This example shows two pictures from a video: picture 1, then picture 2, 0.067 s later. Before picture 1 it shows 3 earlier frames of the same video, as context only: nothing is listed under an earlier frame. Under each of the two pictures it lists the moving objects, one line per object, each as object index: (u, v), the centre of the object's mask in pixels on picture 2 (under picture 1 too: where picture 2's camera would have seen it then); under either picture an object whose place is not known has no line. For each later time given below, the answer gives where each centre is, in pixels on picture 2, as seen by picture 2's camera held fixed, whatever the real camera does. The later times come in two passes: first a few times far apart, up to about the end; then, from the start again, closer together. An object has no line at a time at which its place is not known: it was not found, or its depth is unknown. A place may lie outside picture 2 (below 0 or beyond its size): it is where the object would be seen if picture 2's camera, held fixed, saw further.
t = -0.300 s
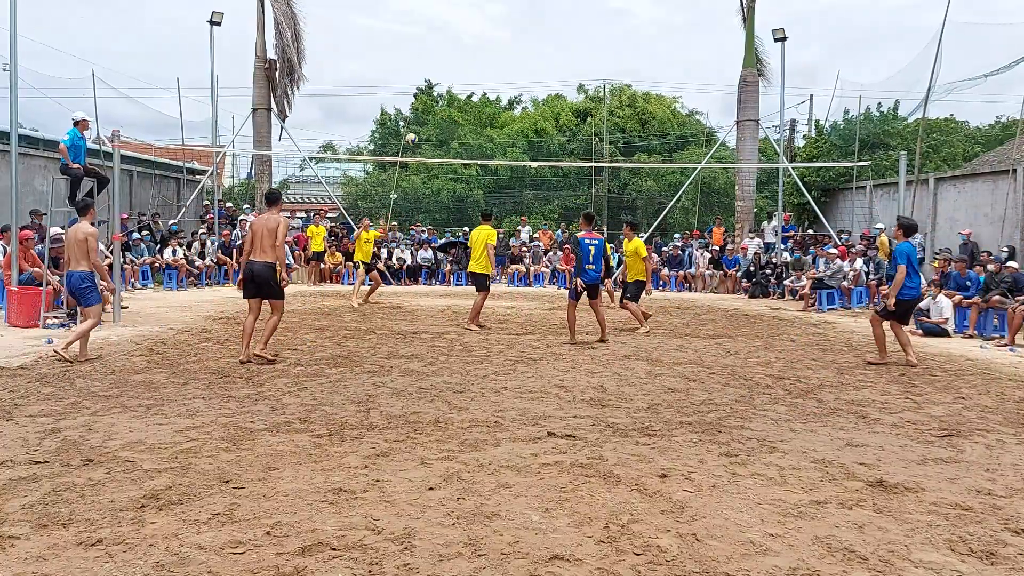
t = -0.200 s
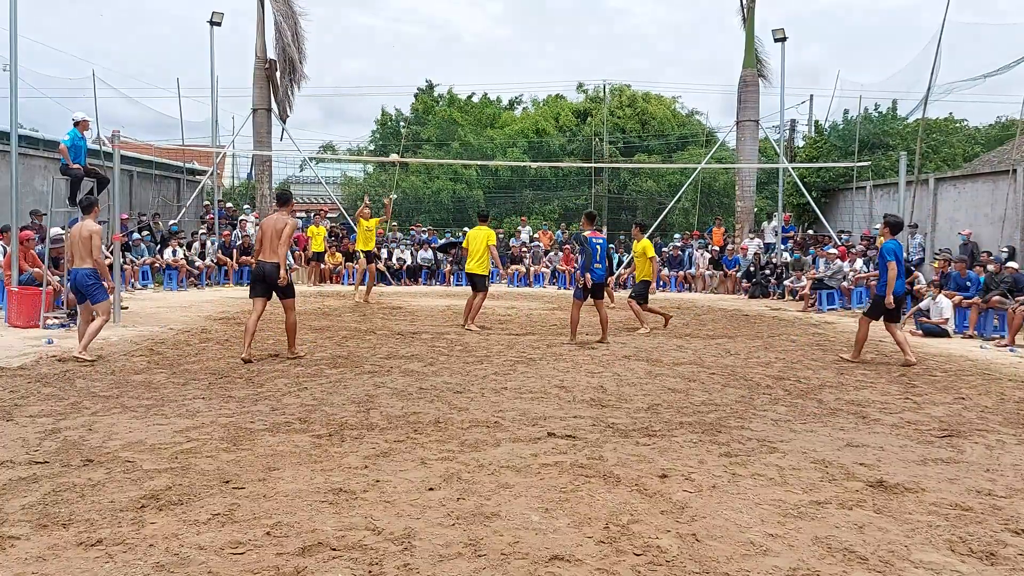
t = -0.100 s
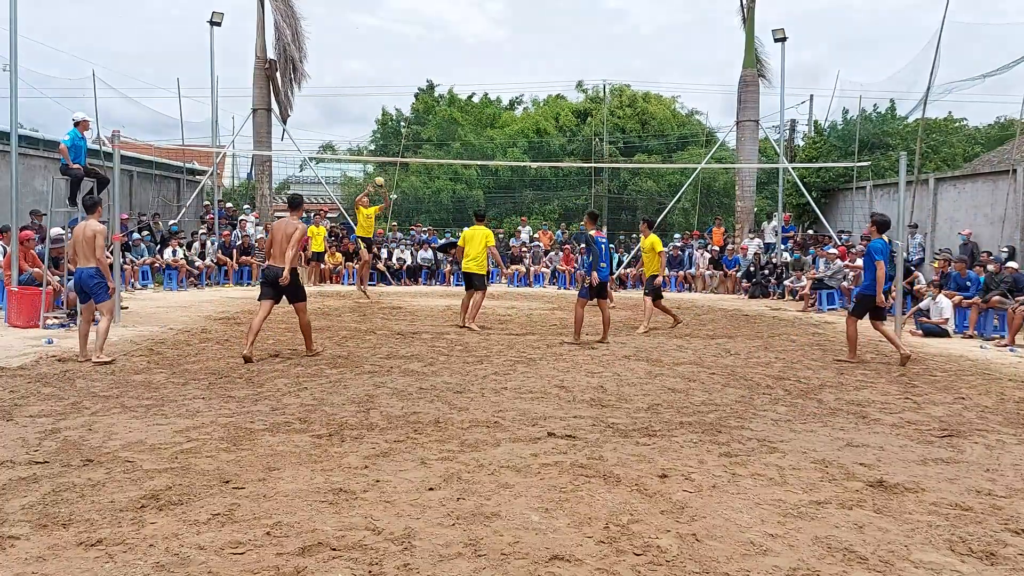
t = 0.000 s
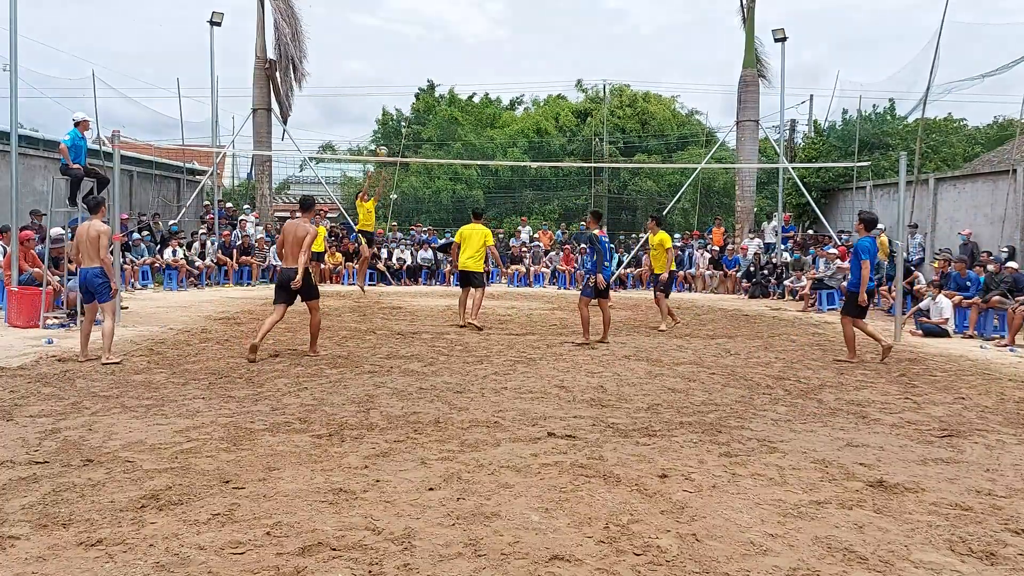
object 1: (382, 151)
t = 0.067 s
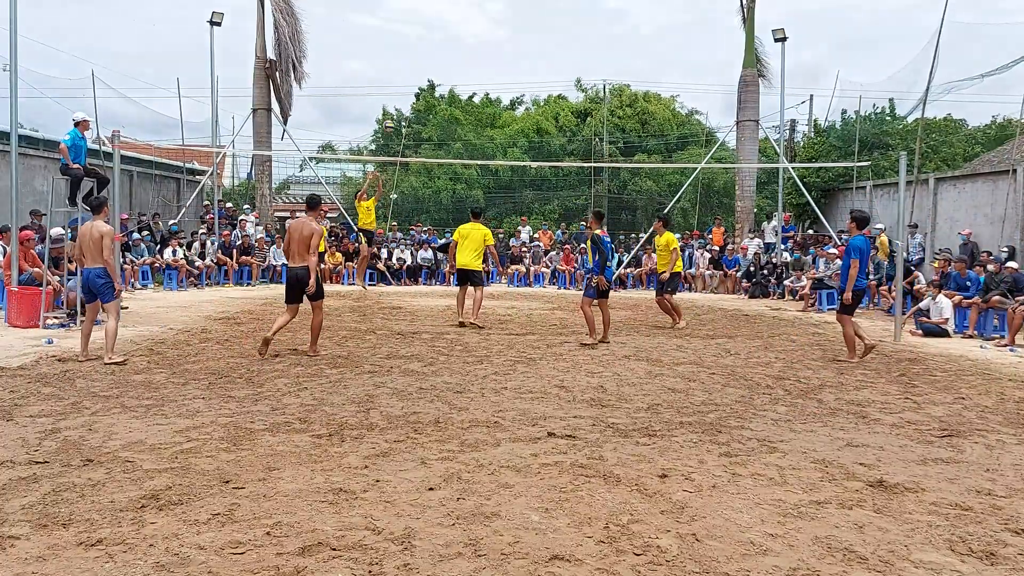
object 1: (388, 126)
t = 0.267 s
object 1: (408, 61)
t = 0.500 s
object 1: (433, 10)
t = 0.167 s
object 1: (398, 91)
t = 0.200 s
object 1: (401, 80)
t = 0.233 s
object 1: (405, 70)
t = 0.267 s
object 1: (408, 61)
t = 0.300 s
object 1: (412, 52)
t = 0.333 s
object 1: (415, 44)
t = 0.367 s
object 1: (419, 36)
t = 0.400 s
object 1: (422, 28)
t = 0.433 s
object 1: (426, 22)
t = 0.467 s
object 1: (430, 15)
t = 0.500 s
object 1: (433, 10)
